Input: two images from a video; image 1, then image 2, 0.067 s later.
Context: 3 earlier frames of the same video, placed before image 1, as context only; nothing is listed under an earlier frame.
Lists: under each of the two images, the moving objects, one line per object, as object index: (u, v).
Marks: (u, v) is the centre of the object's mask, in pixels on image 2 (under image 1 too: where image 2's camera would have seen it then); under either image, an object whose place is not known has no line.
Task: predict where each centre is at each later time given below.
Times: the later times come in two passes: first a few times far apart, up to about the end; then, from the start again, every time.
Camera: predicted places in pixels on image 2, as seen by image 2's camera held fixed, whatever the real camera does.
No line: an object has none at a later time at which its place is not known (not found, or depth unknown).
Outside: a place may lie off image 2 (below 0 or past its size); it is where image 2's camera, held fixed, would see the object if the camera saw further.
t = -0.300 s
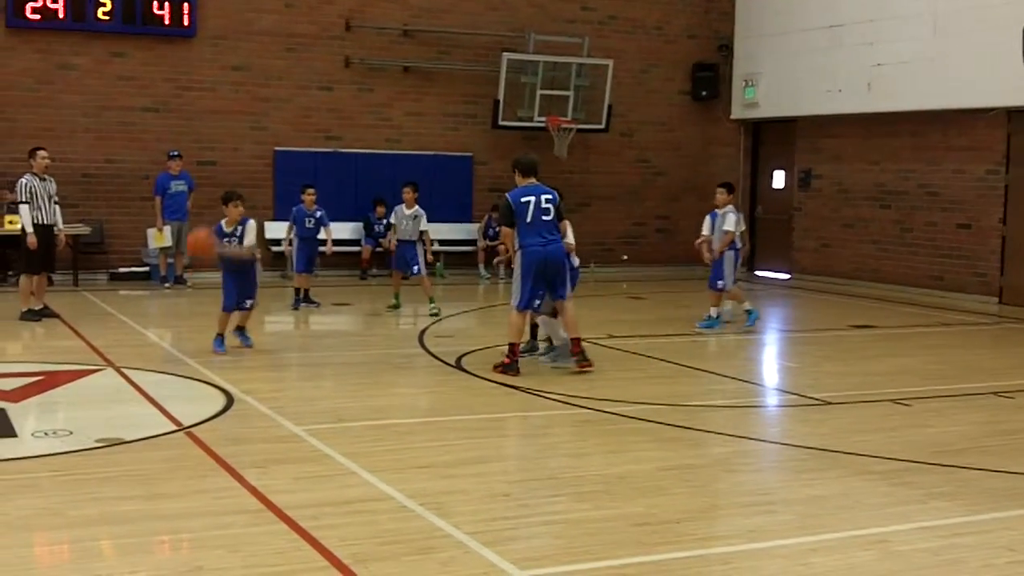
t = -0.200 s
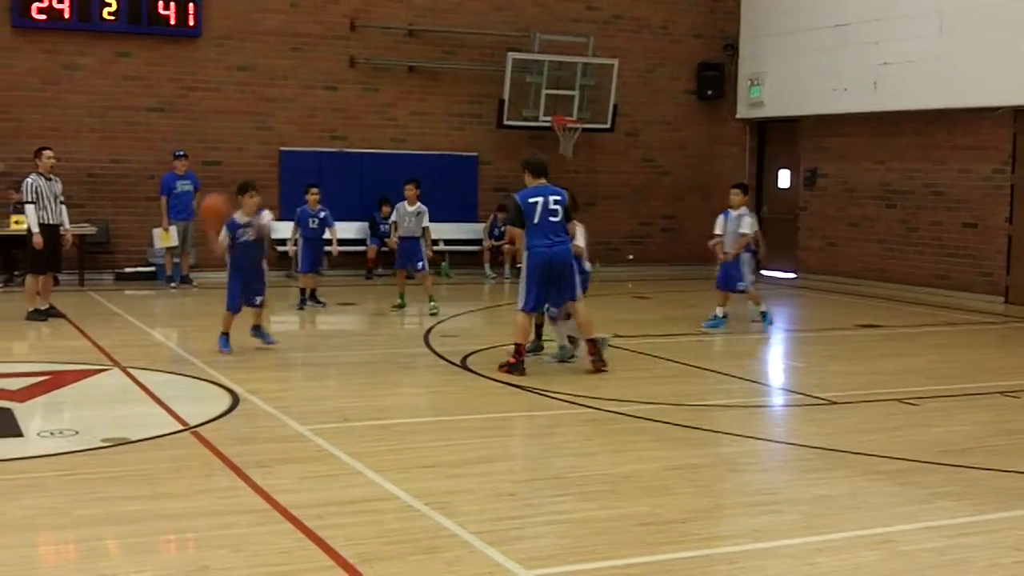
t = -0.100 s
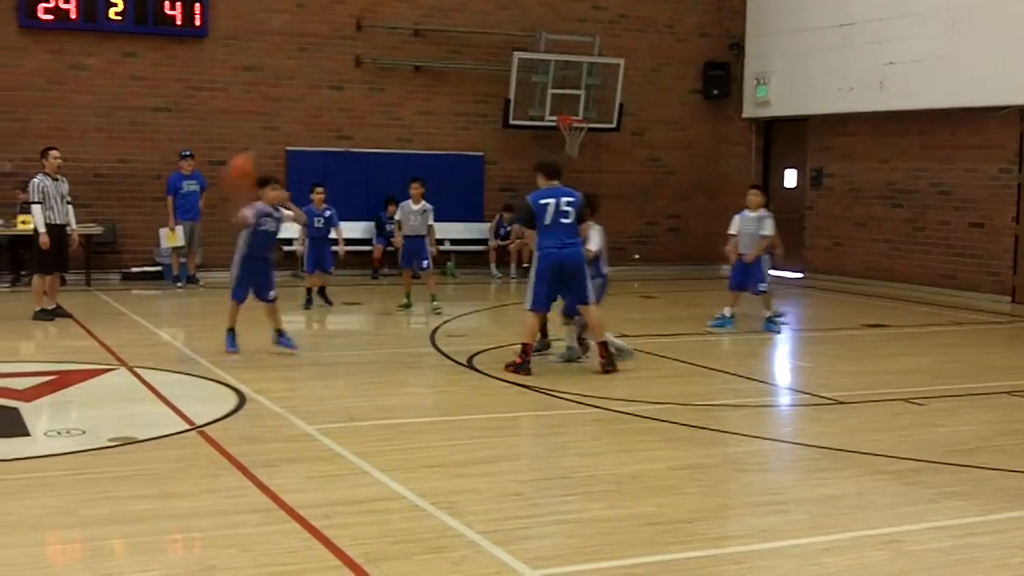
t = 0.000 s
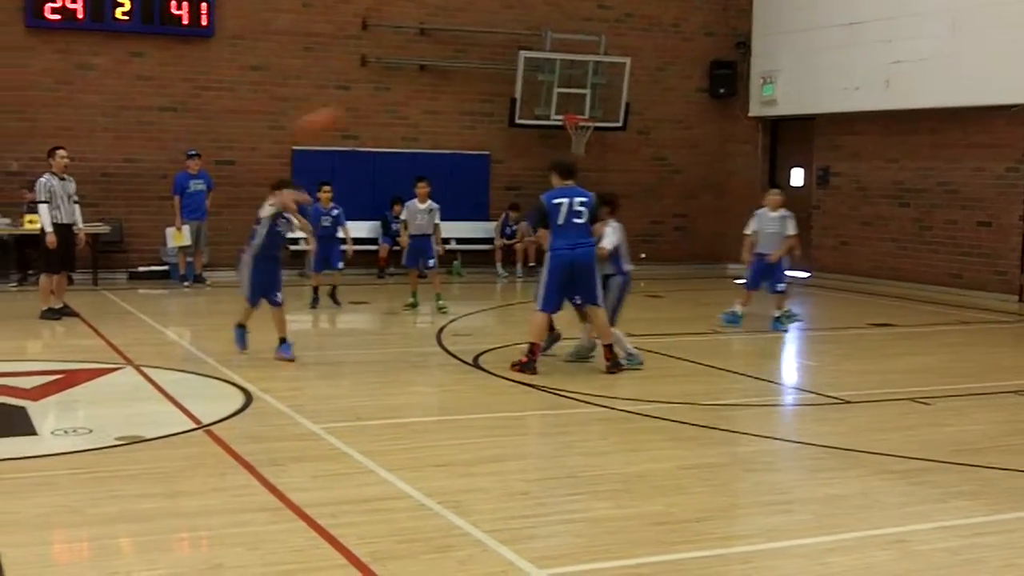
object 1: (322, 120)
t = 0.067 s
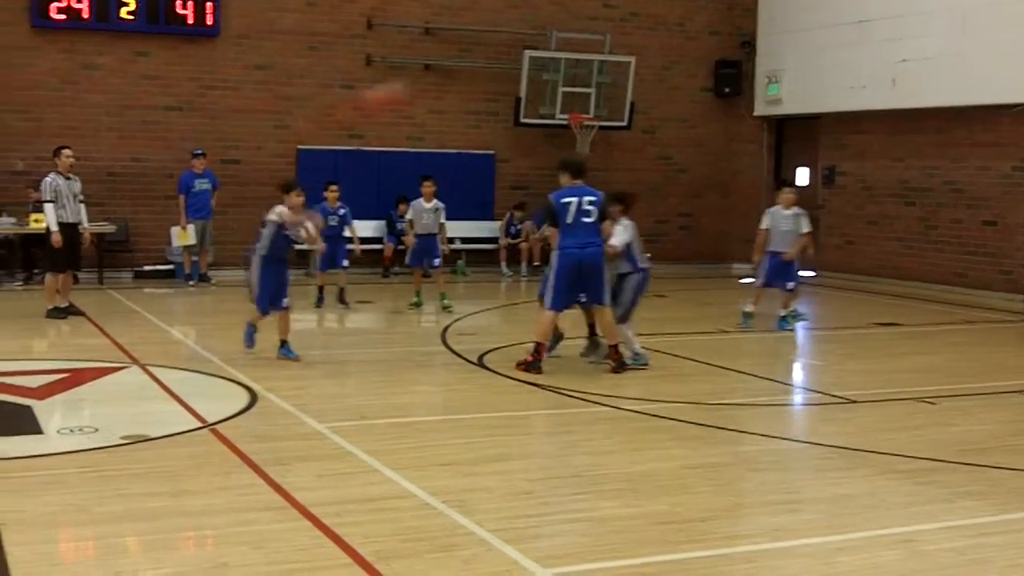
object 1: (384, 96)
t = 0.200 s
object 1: (509, 66)
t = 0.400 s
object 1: (740, 57)
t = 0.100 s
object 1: (415, 87)
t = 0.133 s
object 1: (446, 77)
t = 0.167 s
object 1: (479, 73)
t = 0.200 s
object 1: (509, 66)
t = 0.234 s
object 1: (550, 59)
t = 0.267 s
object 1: (583, 56)
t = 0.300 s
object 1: (625, 52)
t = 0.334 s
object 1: (662, 49)
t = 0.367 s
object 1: (704, 54)
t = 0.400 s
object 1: (740, 57)
